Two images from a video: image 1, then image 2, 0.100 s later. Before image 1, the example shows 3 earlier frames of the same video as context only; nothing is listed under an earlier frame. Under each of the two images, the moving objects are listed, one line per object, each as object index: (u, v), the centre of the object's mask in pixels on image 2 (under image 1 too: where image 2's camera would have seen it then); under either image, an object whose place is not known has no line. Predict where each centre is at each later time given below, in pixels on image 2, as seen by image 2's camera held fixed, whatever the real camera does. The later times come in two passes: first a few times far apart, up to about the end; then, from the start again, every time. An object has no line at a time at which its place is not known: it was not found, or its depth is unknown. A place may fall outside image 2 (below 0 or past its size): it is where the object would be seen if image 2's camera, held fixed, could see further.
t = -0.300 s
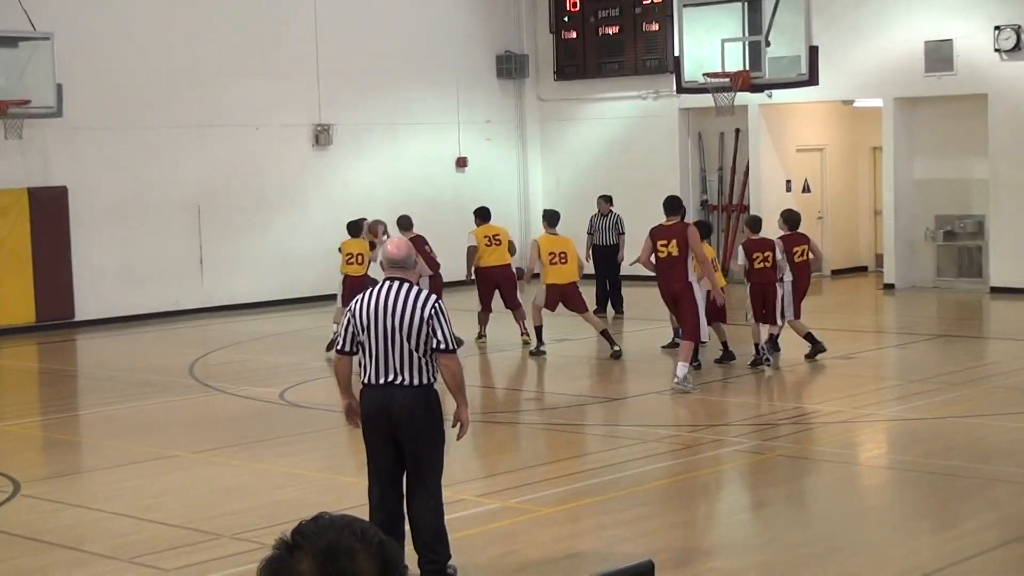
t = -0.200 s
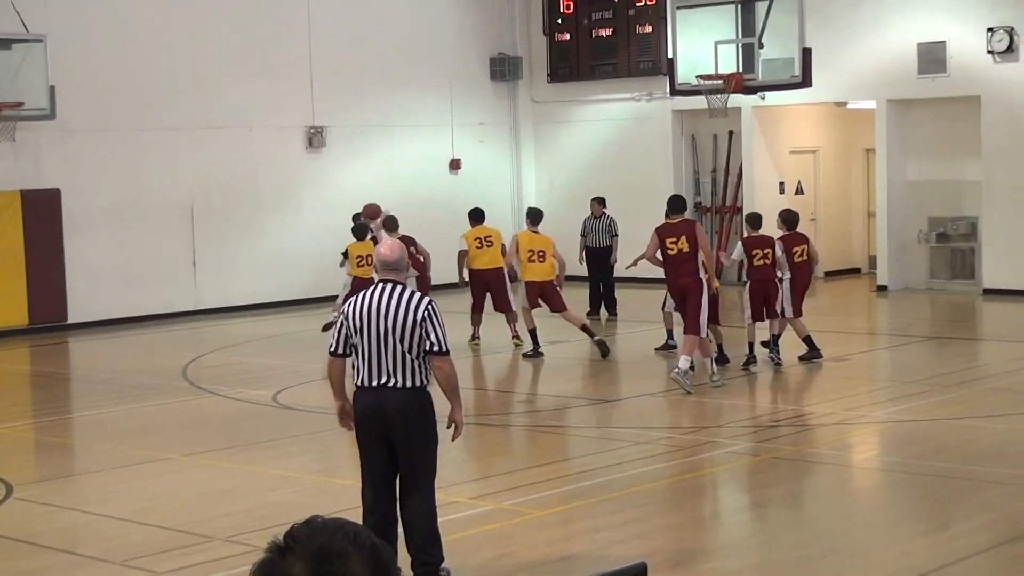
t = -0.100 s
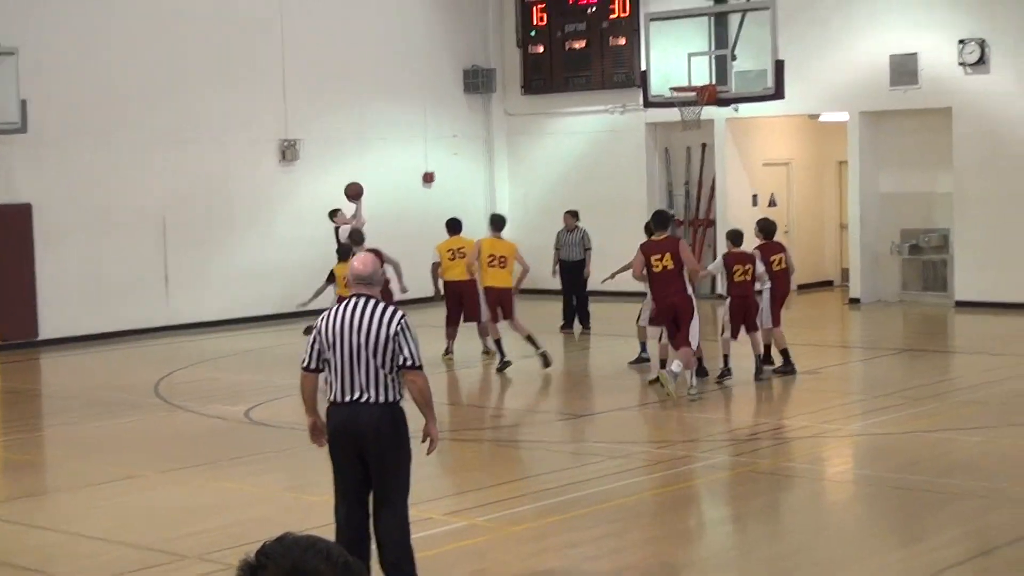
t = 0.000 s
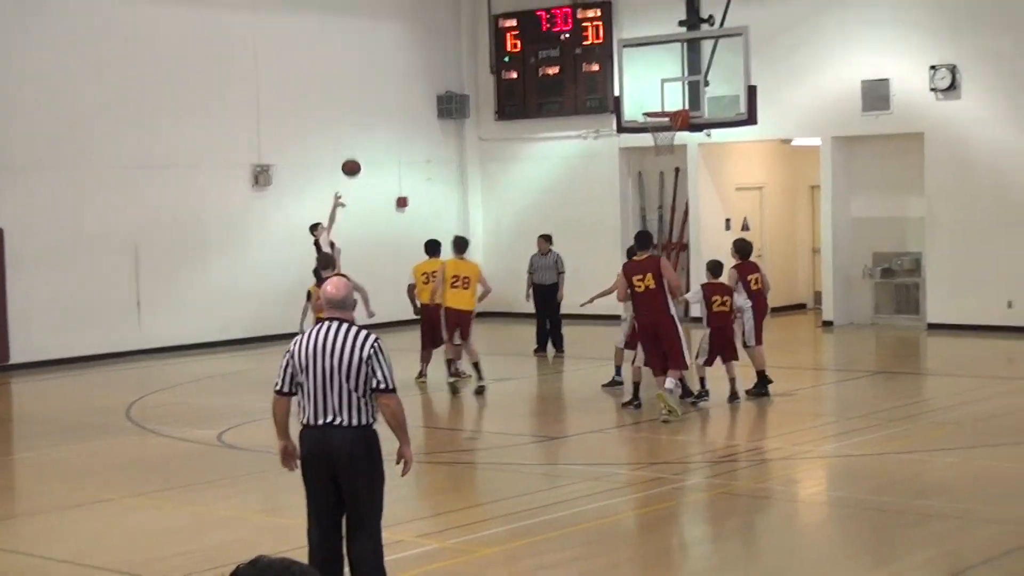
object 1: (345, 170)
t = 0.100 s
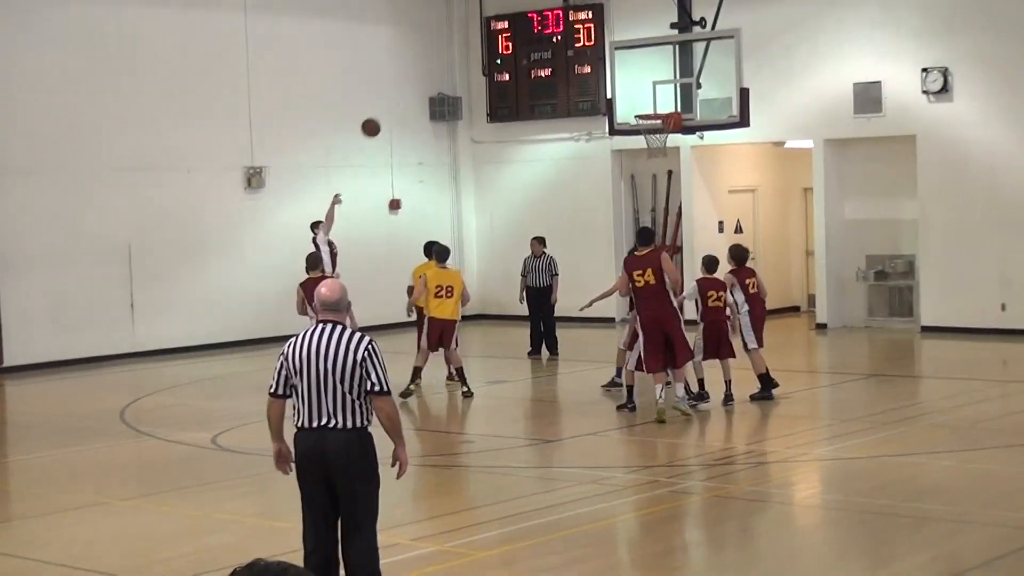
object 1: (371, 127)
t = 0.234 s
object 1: (407, 83)
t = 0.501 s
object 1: (485, 34)
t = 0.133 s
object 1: (380, 115)
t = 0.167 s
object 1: (389, 103)
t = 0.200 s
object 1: (398, 92)
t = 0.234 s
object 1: (407, 83)
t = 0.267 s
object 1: (417, 73)
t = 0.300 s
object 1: (426, 65)
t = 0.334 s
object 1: (436, 58)
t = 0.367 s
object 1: (445, 52)
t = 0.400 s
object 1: (454, 46)
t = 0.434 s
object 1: (464, 41)
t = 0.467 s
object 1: (474, 37)
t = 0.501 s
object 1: (485, 34)
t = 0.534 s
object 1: (494, 32)
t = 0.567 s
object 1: (503, 31)
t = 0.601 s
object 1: (514, 31)
